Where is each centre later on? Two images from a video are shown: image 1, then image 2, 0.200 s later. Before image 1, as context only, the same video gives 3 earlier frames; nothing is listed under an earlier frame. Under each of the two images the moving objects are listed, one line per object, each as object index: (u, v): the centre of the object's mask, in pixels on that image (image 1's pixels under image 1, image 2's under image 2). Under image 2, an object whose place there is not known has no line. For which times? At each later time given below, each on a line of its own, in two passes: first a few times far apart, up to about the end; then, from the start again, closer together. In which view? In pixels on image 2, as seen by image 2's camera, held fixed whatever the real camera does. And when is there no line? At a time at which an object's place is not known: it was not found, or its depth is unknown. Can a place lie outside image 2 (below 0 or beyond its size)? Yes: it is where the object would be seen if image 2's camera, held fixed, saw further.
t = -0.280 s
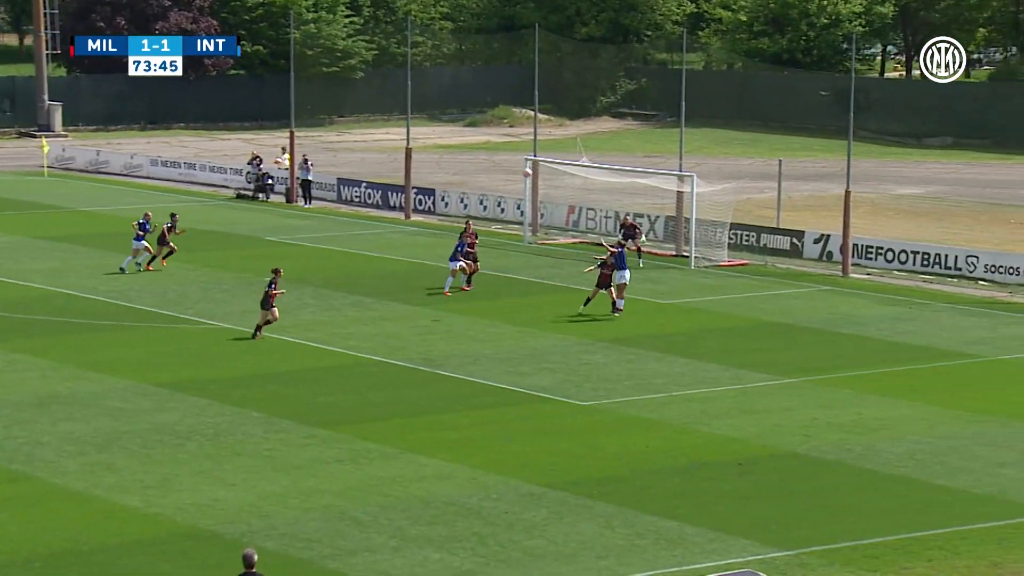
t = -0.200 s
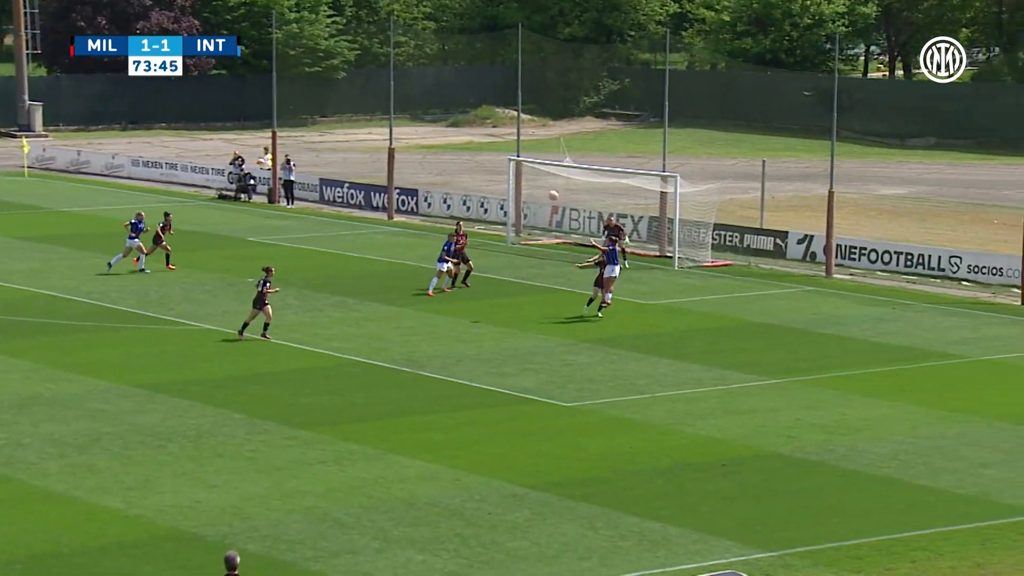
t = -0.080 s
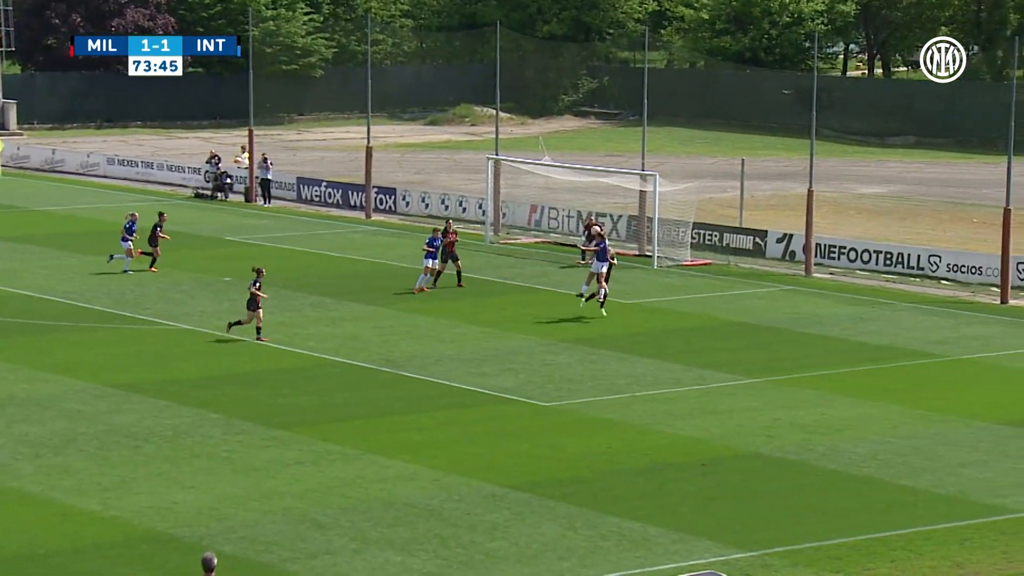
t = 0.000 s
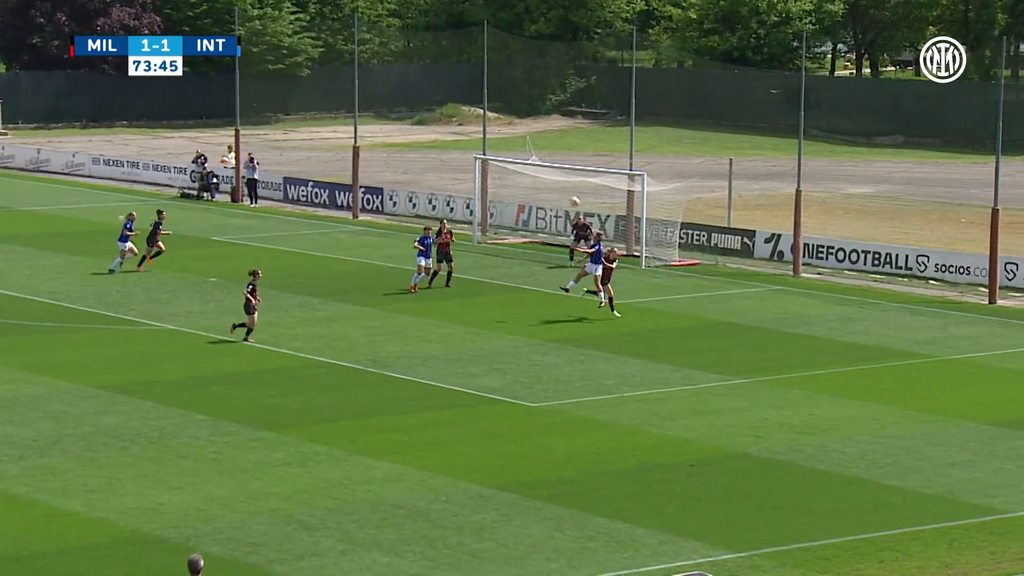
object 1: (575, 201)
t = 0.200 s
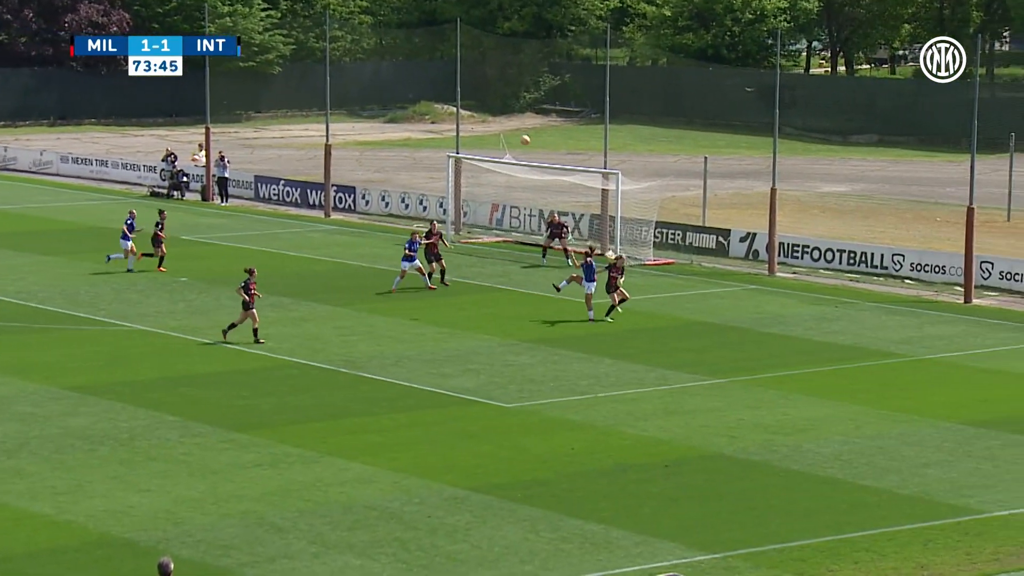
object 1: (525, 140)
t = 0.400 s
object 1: (501, 97)
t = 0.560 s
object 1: (484, 75)
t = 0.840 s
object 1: (455, 66)
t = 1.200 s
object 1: (422, 98)
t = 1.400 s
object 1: (405, 141)
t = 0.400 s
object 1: (501, 97)
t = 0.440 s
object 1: (497, 91)
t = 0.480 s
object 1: (493, 85)
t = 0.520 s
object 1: (489, 80)
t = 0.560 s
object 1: (484, 75)
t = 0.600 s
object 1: (480, 72)
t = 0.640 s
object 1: (477, 69)
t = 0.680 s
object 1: (472, 68)
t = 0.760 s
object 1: (464, 65)
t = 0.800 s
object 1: (460, 65)
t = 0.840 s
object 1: (455, 66)
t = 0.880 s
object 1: (451, 68)
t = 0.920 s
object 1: (448, 67)
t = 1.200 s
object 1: (422, 98)
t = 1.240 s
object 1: (419, 105)
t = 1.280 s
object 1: (416, 113)
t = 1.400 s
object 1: (405, 141)
